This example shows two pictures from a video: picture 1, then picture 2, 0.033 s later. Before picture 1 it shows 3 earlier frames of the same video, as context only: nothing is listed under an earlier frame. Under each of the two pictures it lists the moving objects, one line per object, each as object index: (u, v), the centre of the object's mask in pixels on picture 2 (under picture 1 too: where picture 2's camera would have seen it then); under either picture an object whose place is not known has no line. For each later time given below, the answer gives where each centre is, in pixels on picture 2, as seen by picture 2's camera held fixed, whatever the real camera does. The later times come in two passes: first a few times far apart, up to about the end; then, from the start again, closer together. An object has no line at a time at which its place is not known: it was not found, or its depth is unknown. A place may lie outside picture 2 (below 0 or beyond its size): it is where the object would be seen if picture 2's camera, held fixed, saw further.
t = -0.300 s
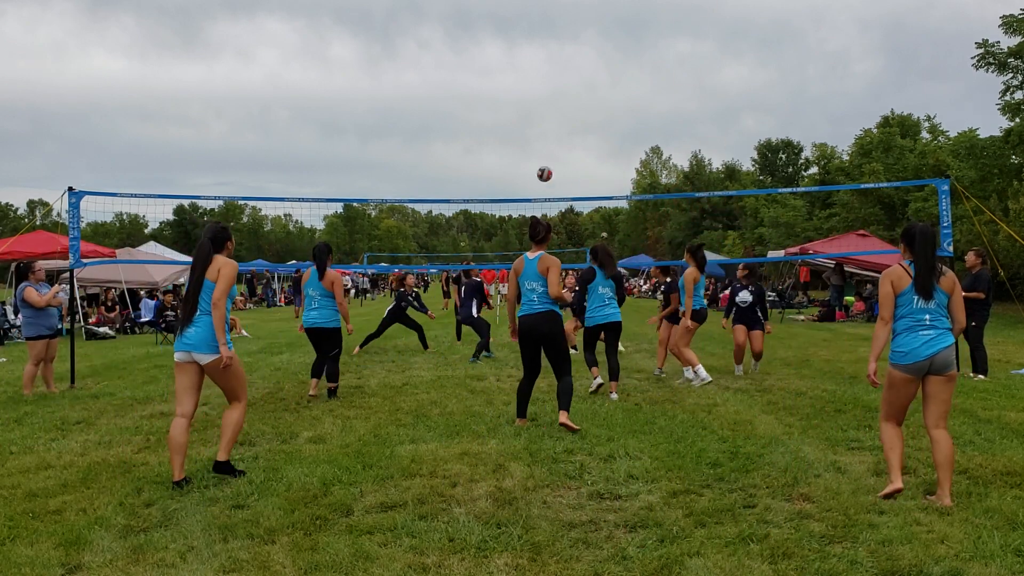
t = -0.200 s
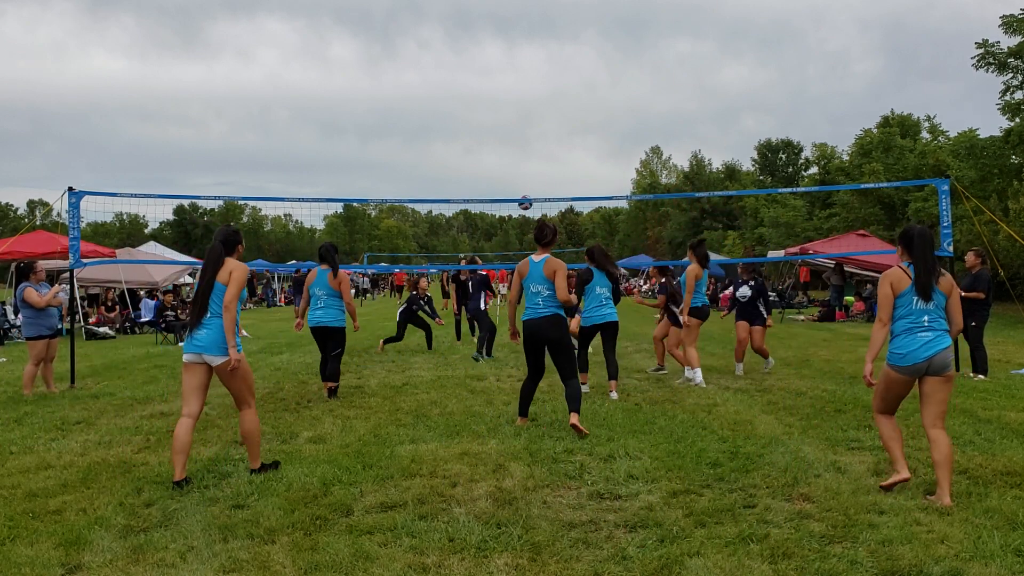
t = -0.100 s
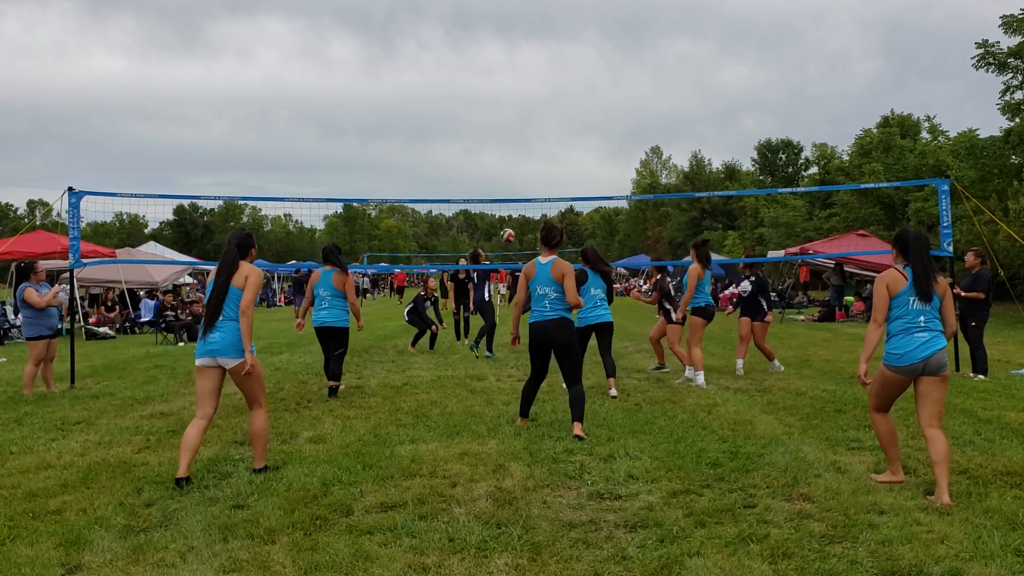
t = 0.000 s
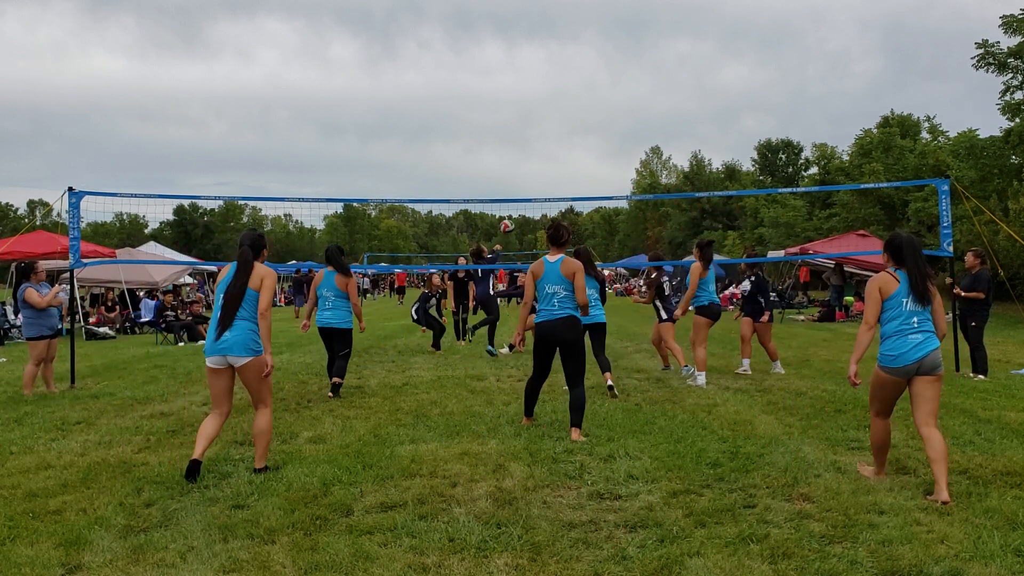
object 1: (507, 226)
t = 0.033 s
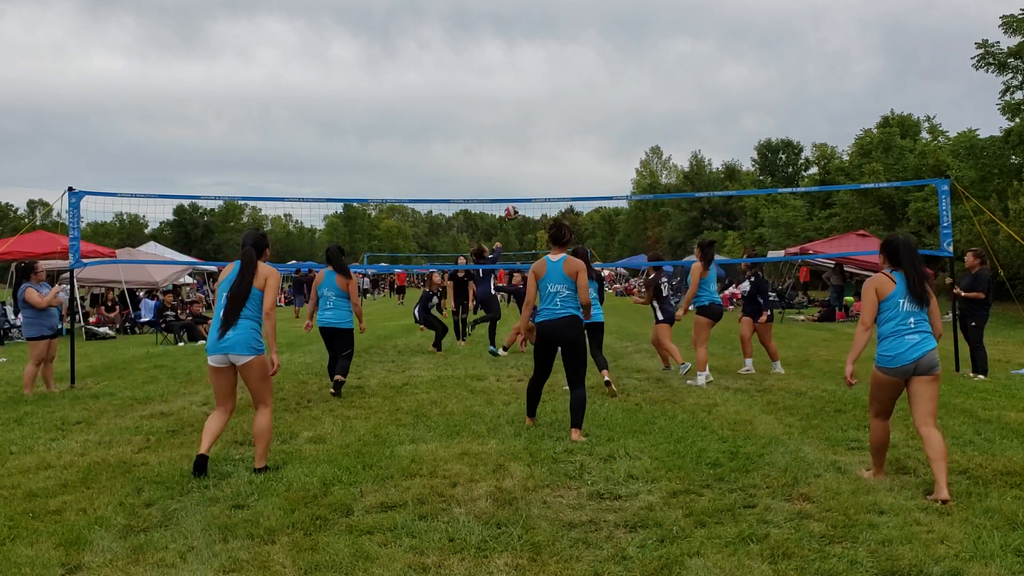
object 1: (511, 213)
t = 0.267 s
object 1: (542, 133)
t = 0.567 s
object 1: (585, 84)
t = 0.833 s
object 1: (624, 95)
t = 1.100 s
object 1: (663, 159)
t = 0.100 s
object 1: (520, 186)
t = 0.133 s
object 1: (524, 174)
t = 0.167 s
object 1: (529, 163)
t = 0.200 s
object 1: (533, 153)
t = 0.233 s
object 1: (538, 142)
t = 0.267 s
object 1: (542, 133)
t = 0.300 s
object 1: (547, 124)
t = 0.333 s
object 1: (552, 117)
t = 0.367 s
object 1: (556, 110)
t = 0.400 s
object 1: (561, 103)
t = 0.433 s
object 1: (566, 98)
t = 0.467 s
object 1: (571, 93)
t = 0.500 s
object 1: (575, 90)
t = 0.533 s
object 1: (580, 87)
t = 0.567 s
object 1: (585, 84)
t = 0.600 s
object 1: (590, 83)
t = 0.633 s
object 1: (595, 82)
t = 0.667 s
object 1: (599, 82)
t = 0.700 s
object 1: (604, 83)
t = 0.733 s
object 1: (609, 85)
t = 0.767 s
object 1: (614, 87)
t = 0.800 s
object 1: (619, 91)
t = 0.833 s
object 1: (624, 95)
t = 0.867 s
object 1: (628, 100)
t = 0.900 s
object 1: (633, 106)
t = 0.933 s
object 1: (638, 113)
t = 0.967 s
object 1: (643, 121)
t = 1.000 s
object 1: (648, 129)
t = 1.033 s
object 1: (653, 138)
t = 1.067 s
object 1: (657, 148)
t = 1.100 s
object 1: (663, 159)
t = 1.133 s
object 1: (667, 171)
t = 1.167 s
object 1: (672, 183)
